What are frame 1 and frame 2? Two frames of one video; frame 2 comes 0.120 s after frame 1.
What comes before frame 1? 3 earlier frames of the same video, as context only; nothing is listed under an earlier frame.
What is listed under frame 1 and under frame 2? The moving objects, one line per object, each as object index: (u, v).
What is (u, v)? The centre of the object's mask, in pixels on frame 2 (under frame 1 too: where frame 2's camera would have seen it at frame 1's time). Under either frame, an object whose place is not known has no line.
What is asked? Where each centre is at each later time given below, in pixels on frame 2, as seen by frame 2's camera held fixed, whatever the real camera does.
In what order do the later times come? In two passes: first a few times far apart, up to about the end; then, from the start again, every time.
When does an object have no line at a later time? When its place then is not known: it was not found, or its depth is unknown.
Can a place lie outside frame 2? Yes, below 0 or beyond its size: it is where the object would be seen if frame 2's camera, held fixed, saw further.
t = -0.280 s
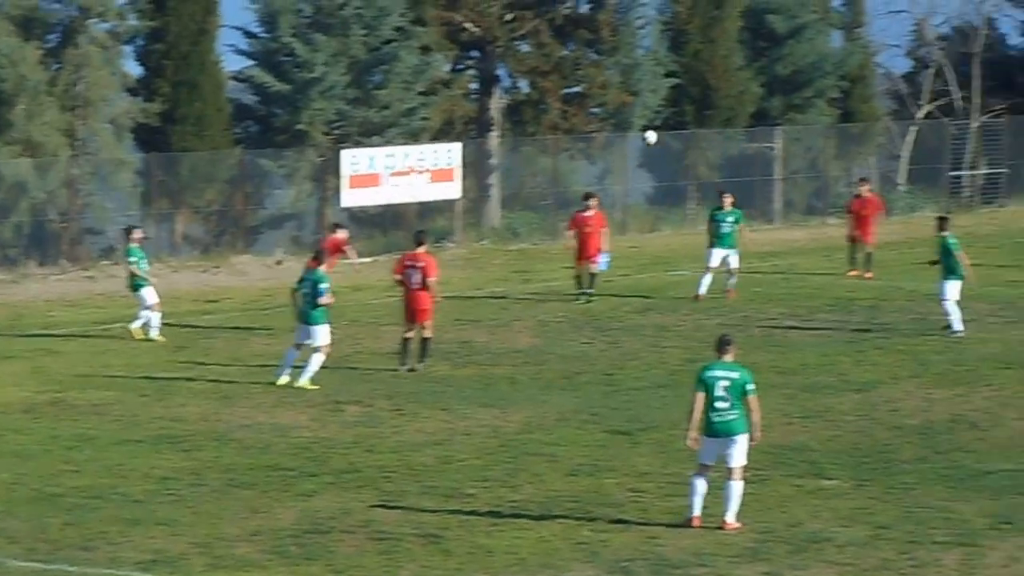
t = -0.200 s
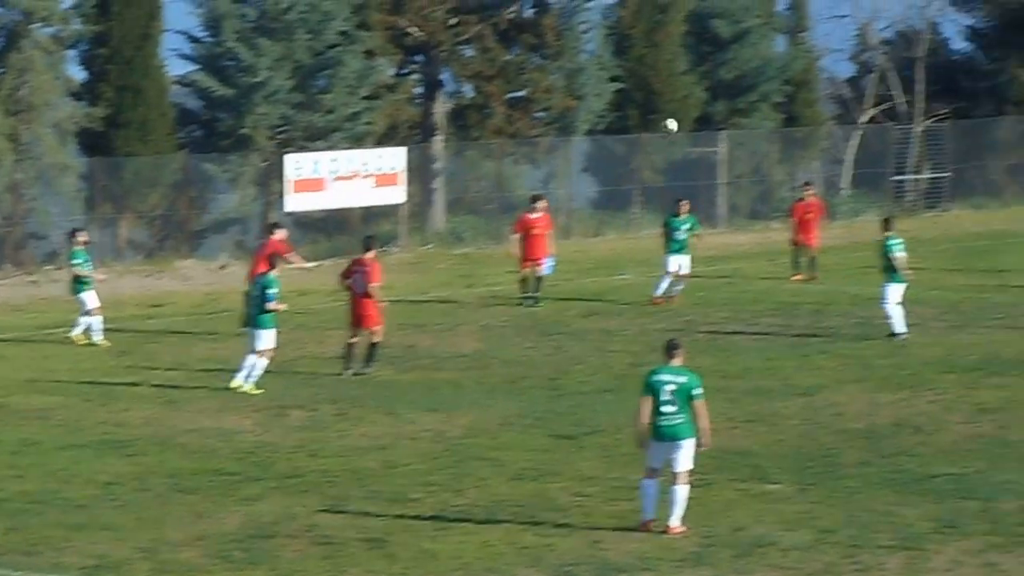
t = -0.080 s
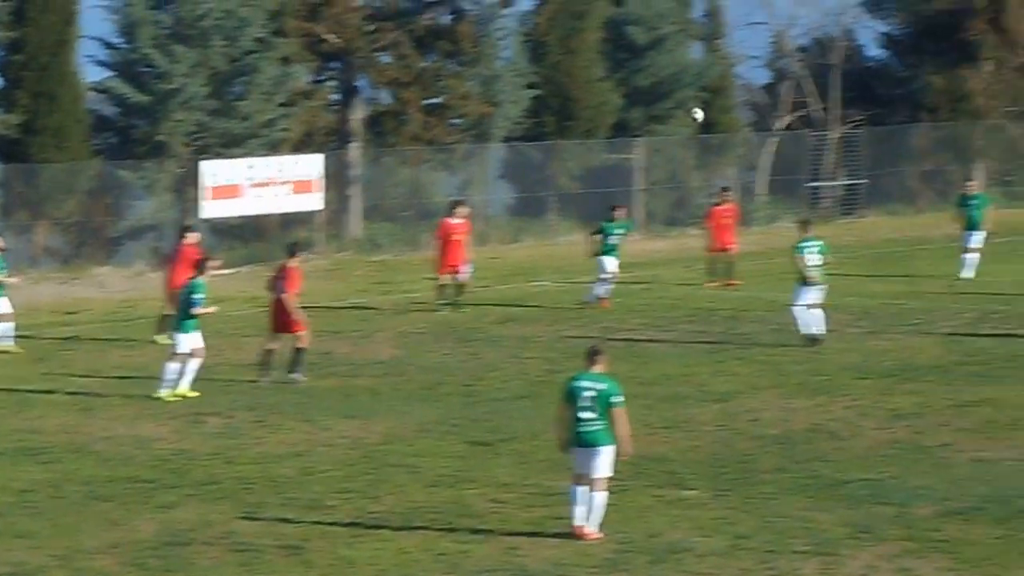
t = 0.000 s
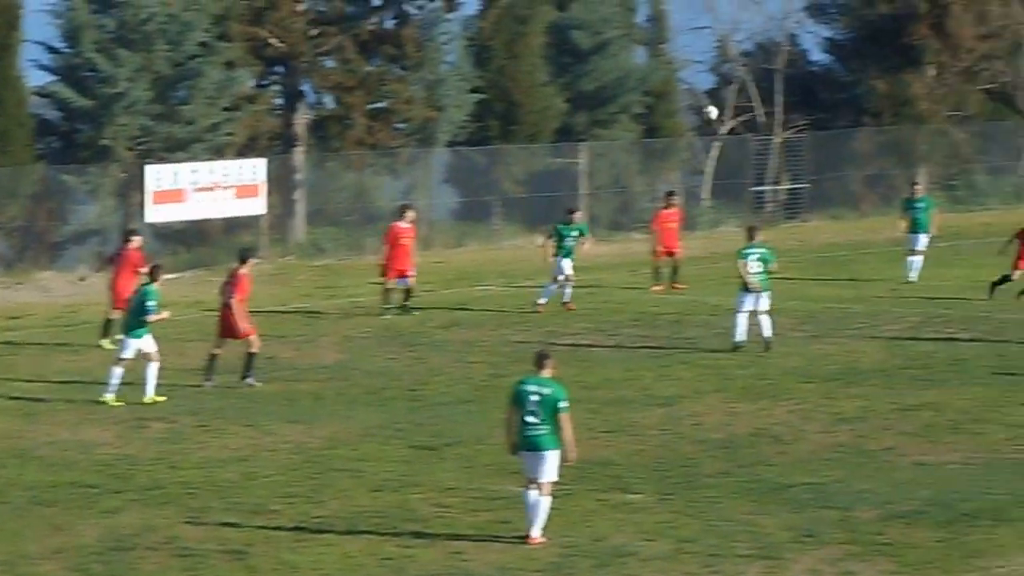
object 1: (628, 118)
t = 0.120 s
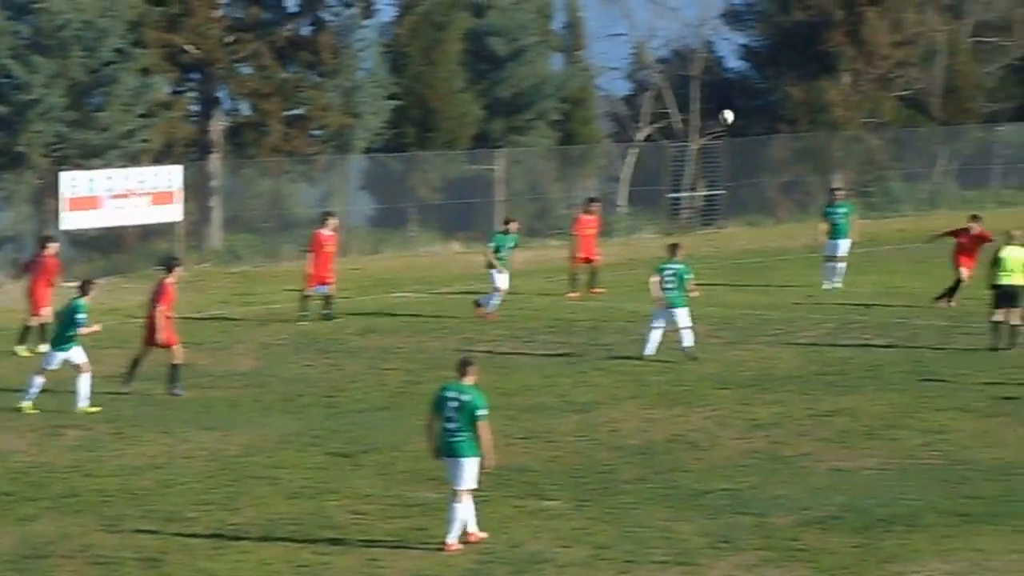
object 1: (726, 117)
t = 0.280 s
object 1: (853, 126)
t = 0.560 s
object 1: (1061, 173)
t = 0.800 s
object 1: (1228, 247)
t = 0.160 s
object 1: (758, 118)
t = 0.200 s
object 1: (790, 119)
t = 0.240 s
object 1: (822, 122)
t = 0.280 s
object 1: (853, 126)
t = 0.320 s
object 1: (884, 129)
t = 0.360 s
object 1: (915, 135)
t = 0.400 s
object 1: (944, 141)
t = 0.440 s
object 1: (974, 148)
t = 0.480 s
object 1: (1004, 156)
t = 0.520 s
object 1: (1032, 164)
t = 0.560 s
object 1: (1061, 173)
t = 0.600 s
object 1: (1090, 183)
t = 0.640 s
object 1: (1117, 195)
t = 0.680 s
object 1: (1143, 207)
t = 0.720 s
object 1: (1171, 219)
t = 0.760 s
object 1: (1200, 232)
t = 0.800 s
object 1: (1228, 247)
